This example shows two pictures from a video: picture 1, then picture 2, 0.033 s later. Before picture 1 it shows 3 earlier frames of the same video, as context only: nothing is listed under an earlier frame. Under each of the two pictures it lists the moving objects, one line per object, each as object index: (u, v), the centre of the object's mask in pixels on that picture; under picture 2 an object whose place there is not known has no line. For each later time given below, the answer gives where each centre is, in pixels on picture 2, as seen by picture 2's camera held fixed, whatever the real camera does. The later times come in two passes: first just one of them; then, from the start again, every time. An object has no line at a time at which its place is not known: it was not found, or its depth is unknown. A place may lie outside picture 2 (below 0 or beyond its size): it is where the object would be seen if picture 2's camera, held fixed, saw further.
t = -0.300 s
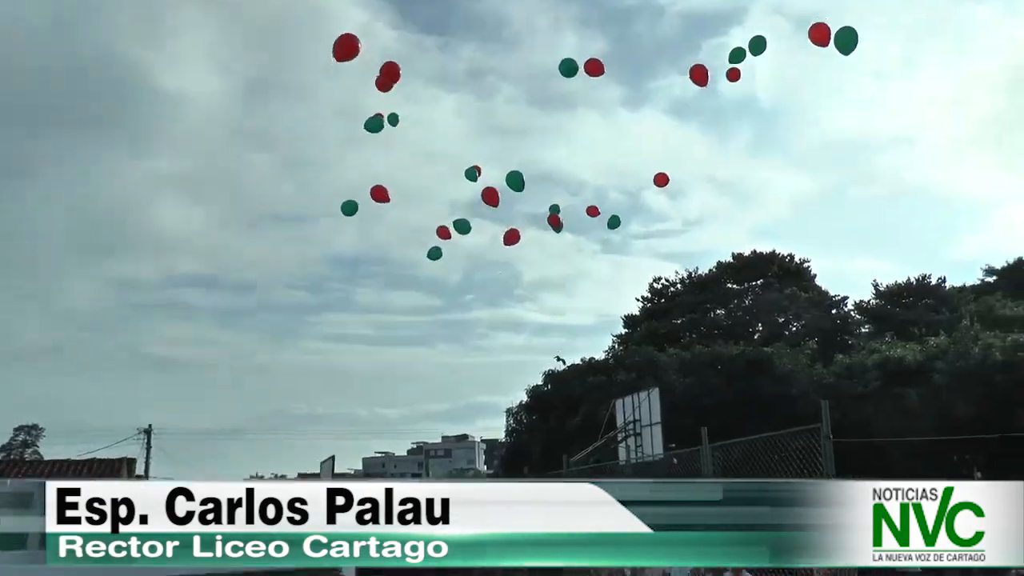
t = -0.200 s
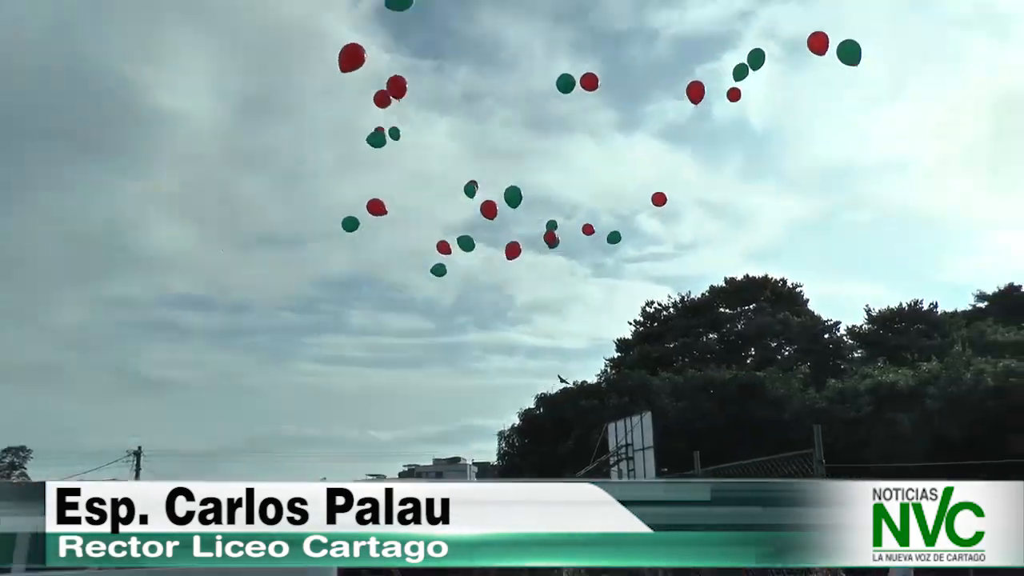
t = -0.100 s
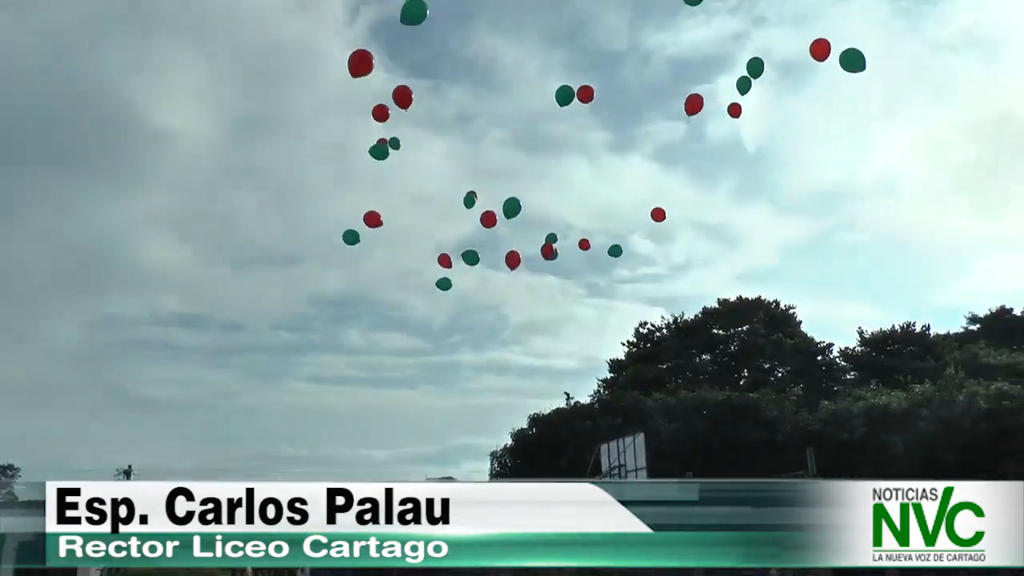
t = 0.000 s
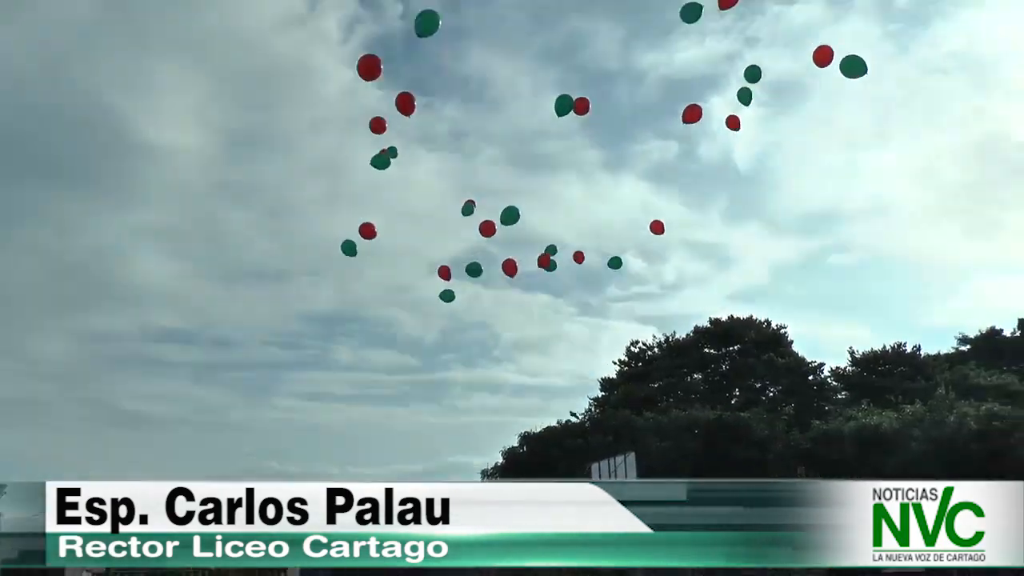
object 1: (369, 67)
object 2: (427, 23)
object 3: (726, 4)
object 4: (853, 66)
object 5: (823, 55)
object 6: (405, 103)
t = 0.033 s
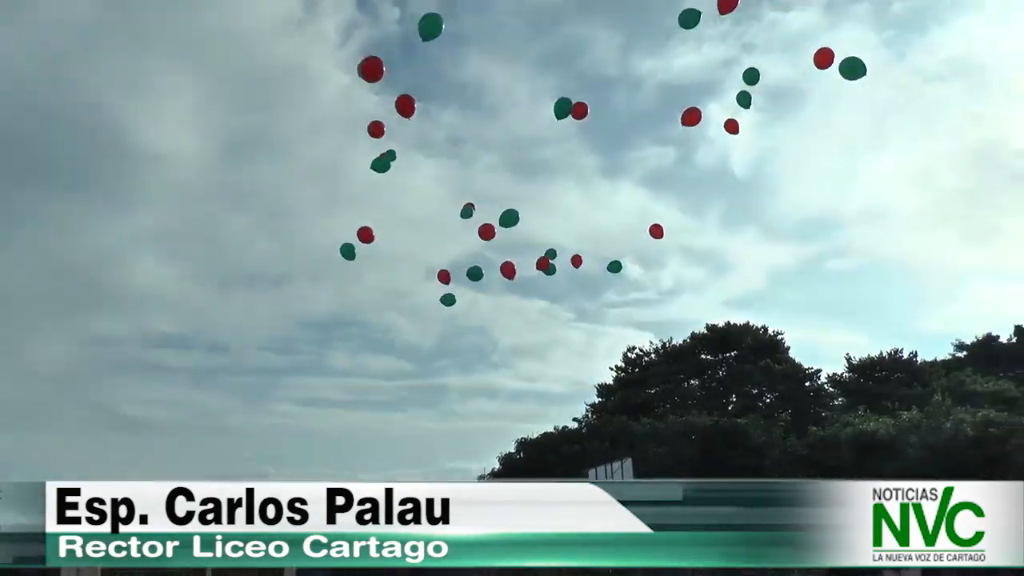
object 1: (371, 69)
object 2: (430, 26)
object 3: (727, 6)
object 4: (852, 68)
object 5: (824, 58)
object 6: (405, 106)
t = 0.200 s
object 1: (398, 52)
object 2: (457, 8)
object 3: (741, -12)
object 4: (863, 43)
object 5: (844, 36)
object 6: (415, 88)
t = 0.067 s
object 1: (377, 65)
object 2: (436, 23)
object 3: (729, 2)
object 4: (855, 63)
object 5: (828, 53)
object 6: (408, 102)
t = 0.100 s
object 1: (383, 61)
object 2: (442, 20)
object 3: (732, -2)
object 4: (857, 58)
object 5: (832, 49)
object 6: (410, 99)
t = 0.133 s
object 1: (388, 58)
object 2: (447, 16)
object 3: (735, -6)
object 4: (859, 53)
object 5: (836, 45)
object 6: (412, 95)
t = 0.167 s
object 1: (393, 55)
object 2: (453, 13)
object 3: (738, -8)
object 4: (861, 48)
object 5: (840, 40)
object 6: (413, 92)
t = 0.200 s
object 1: (398, 52)
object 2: (457, 8)
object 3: (741, -12)
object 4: (863, 43)
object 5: (844, 36)
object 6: (415, 88)
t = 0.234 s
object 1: (404, 49)
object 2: (462, 4)
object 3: (744, -14)
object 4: (865, 39)
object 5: (848, 31)
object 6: (417, 85)
